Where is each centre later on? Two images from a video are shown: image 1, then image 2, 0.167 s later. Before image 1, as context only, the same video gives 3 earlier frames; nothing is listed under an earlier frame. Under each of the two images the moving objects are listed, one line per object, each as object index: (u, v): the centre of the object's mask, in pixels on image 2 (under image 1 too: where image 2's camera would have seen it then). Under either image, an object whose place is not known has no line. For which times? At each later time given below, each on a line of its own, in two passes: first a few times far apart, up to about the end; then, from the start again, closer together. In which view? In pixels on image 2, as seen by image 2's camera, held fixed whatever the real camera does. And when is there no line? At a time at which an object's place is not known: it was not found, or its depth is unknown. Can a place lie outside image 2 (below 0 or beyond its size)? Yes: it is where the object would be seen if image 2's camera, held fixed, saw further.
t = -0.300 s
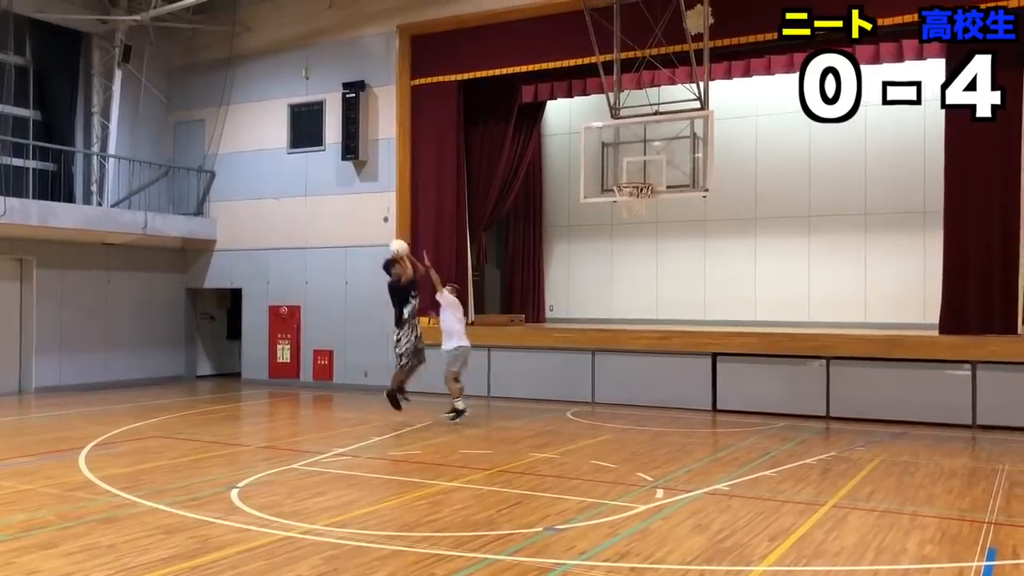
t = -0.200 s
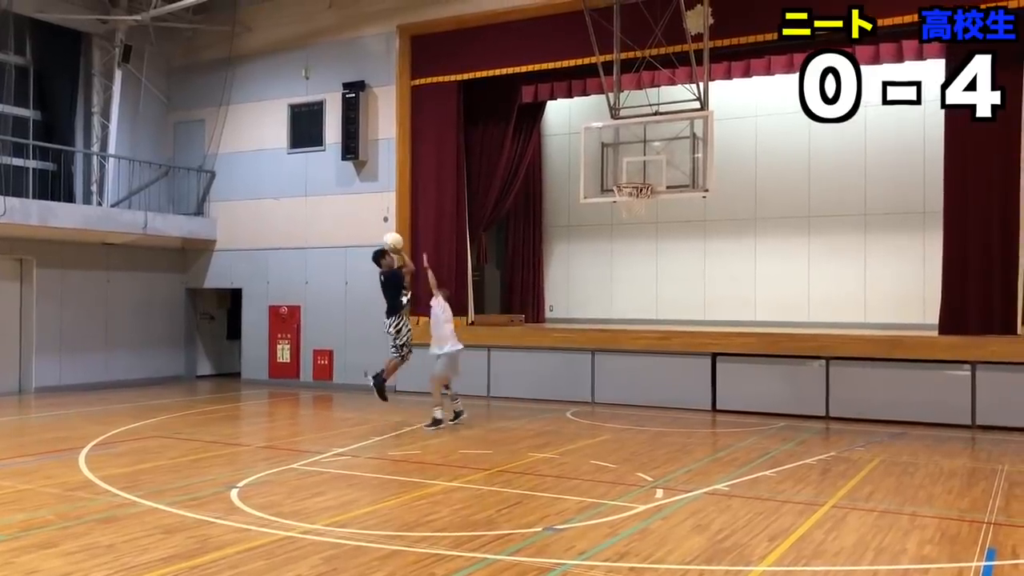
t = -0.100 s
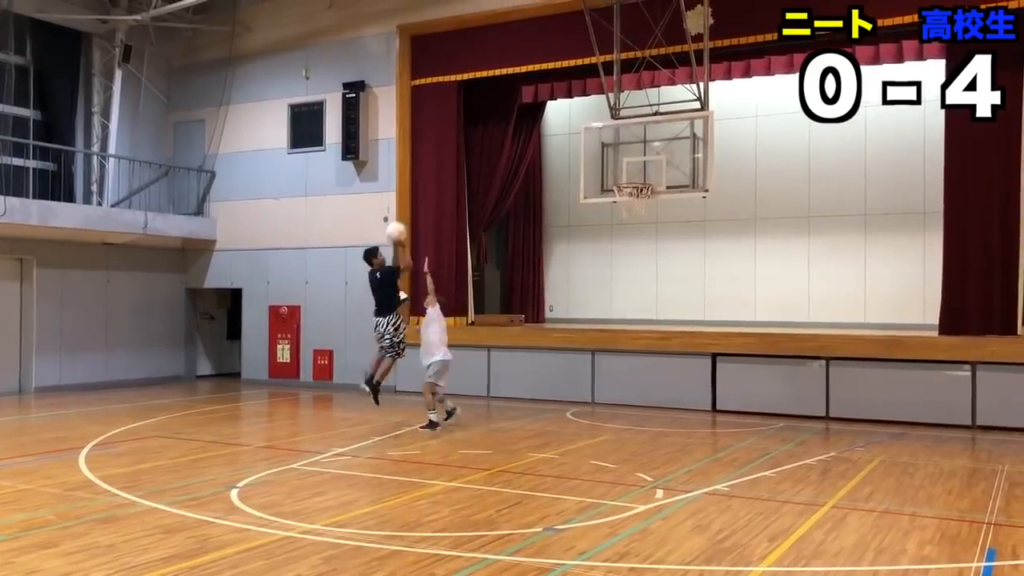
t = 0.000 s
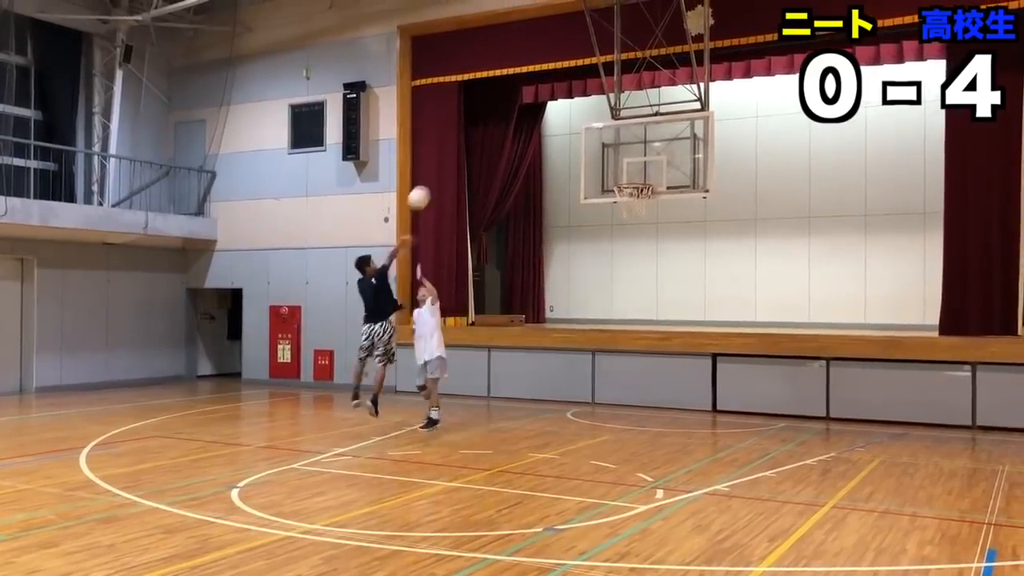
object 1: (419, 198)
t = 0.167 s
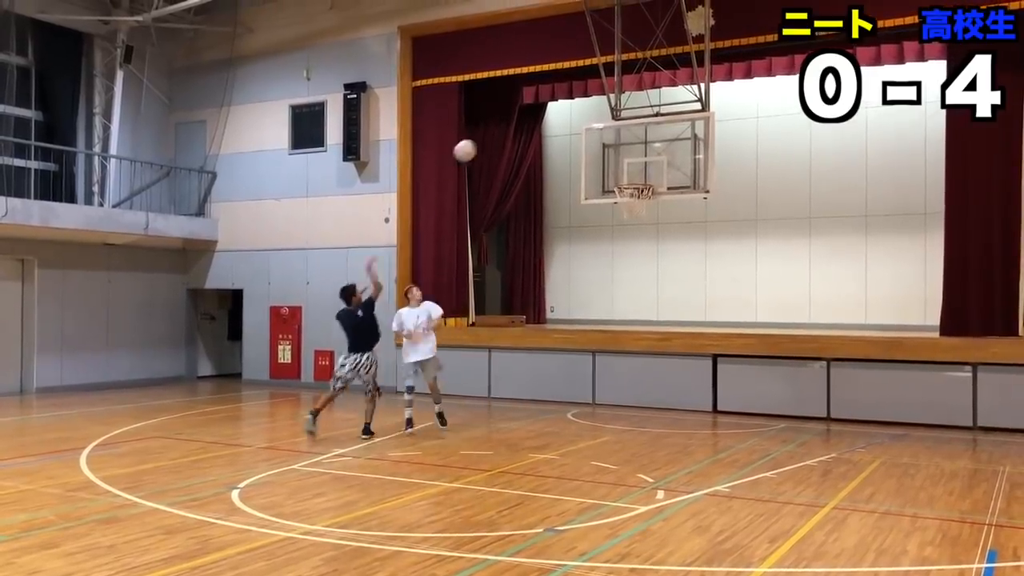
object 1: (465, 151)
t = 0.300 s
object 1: (501, 128)
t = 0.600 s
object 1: (580, 132)
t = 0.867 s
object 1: (638, 179)
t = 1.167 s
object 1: (620, 232)
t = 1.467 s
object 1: (601, 339)
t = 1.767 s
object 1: (585, 364)
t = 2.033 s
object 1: (572, 300)
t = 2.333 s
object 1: (557, 294)
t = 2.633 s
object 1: (541, 363)
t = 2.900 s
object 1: (527, 396)
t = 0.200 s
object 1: (474, 144)
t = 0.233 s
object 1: (483, 137)
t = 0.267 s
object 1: (492, 133)
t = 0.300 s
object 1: (501, 128)
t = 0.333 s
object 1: (510, 125)
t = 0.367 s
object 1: (519, 123)
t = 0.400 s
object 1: (528, 121)
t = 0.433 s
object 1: (535, 121)
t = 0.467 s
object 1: (544, 121)
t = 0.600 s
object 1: (580, 132)
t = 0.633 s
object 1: (588, 137)
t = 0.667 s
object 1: (597, 140)
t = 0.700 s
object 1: (607, 145)
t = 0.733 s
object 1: (613, 153)
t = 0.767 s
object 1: (622, 160)
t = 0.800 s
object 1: (629, 170)
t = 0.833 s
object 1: (639, 177)
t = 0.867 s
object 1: (638, 179)
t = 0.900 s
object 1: (637, 182)
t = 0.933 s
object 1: (636, 192)
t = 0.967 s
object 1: (634, 196)
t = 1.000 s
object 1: (631, 197)
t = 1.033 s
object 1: (629, 203)
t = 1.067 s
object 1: (627, 207)
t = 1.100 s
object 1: (621, 216)
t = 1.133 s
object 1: (621, 222)
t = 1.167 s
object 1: (620, 232)
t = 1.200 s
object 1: (618, 241)
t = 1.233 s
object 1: (616, 250)
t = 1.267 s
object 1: (614, 260)
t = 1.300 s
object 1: (612, 271)
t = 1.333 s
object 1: (609, 283)
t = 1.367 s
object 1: (608, 296)
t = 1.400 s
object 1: (606, 309)
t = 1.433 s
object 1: (604, 322)
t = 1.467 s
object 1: (601, 339)
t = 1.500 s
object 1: (598, 355)
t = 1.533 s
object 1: (597, 372)
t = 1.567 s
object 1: (594, 393)
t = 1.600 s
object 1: (592, 410)
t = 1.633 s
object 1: (592, 418)
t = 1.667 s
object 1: (590, 402)
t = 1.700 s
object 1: (588, 390)
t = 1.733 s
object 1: (587, 376)
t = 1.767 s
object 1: (585, 364)
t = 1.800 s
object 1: (584, 354)
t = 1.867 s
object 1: (580, 334)
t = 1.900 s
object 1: (579, 325)
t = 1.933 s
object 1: (577, 318)
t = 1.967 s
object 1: (575, 311)
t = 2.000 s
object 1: (573, 305)
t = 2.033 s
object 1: (572, 300)
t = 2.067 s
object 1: (570, 295)
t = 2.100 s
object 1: (569, 292)
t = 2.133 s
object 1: (567, 290)
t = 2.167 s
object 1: (566, 288)
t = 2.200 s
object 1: (564, 288)
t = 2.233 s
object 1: (562, 288)
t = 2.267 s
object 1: (561, 289)
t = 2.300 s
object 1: (558, 291)
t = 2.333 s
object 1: (557, 294)
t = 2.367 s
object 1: (555, 298)
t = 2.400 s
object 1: (553, 302)
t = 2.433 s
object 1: (551, 308)
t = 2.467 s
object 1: (549, 315)
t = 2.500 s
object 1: (548, 323)
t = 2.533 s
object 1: (546, 331)
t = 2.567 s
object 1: (544, 341)
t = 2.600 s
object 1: (543, 352)
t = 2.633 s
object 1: (541, 363)
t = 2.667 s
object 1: (539, 378)
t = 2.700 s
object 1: (537, 390)
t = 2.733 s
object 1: (536, 405)
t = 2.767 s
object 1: (534, 420)
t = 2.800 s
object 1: (532, 431)
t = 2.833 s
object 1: (530, 417)
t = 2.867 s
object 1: (528, 406)
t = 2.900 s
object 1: (527, 396)
